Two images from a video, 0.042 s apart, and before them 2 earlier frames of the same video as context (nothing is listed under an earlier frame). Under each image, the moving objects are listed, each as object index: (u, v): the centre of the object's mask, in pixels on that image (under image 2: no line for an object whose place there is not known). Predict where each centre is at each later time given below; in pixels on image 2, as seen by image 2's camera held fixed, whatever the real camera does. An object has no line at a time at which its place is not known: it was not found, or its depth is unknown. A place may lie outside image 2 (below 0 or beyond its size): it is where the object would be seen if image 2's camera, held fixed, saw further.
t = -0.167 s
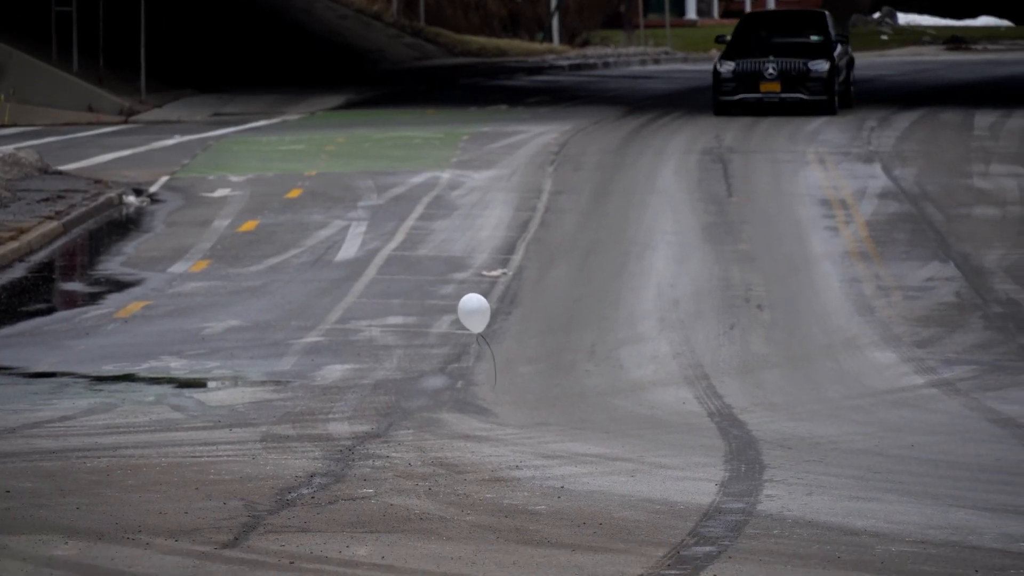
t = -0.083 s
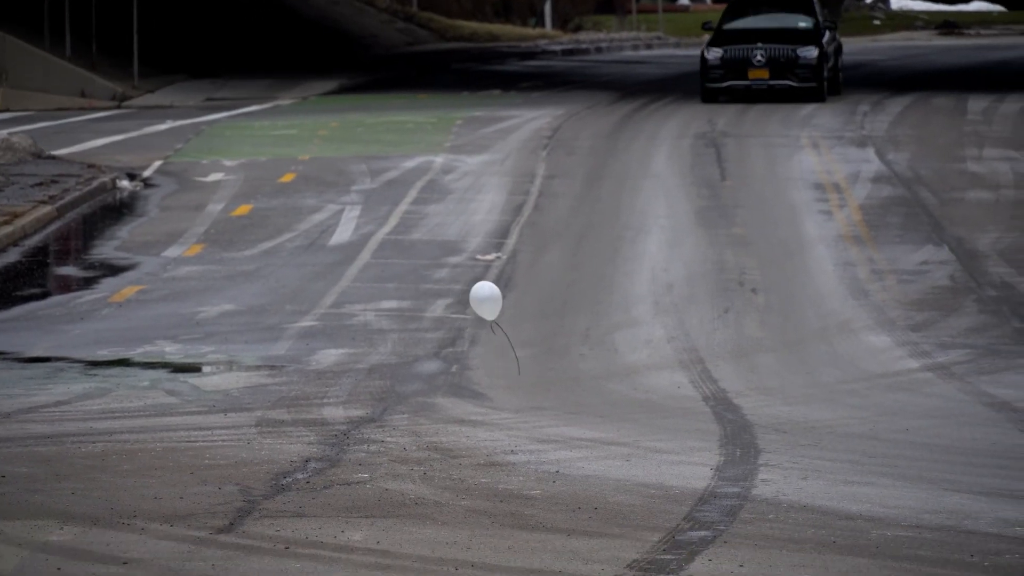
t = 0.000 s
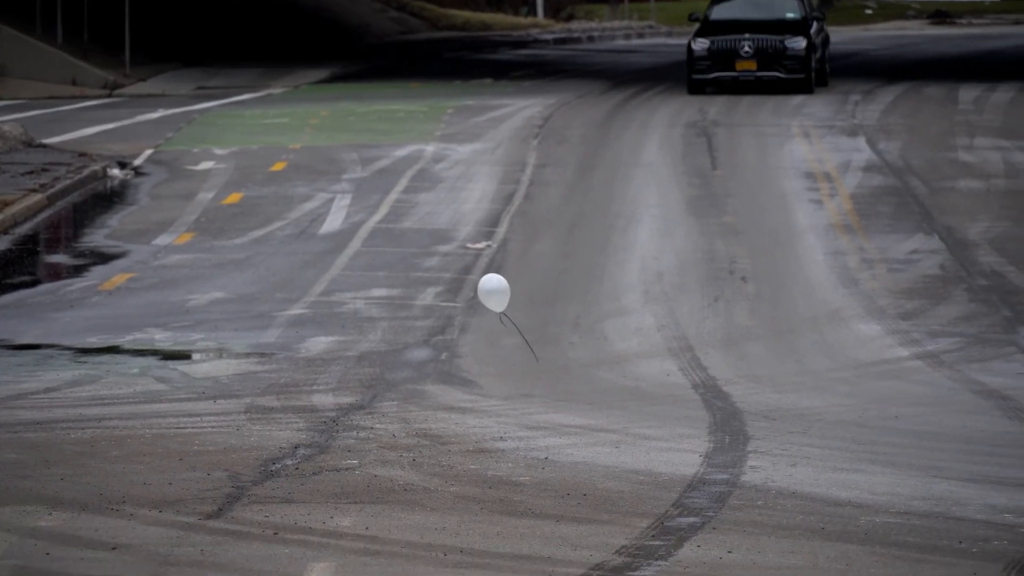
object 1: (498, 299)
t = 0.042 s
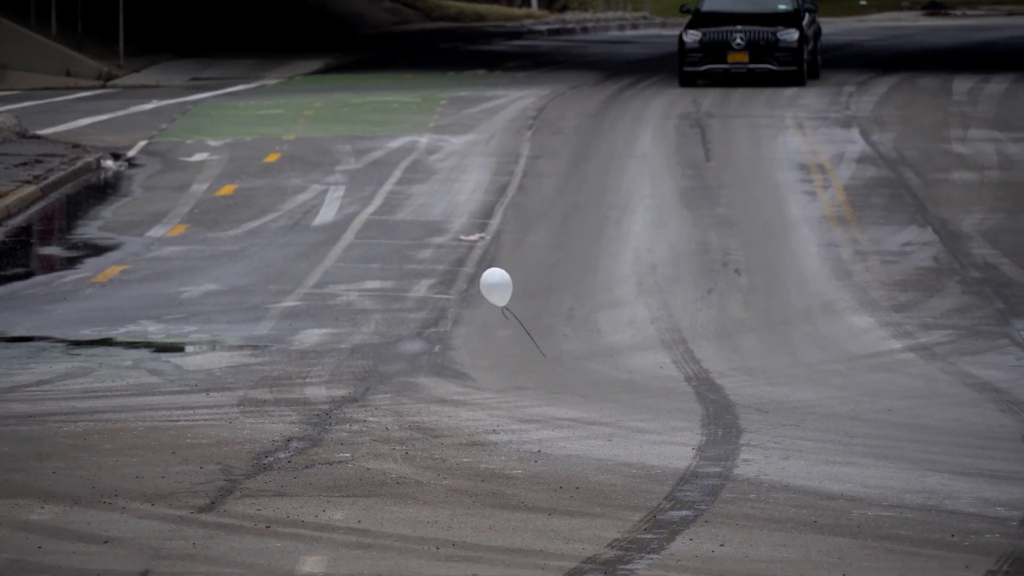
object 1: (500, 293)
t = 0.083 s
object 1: (507, 295)
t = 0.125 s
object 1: (515, 298)
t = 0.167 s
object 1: (523, 300)
